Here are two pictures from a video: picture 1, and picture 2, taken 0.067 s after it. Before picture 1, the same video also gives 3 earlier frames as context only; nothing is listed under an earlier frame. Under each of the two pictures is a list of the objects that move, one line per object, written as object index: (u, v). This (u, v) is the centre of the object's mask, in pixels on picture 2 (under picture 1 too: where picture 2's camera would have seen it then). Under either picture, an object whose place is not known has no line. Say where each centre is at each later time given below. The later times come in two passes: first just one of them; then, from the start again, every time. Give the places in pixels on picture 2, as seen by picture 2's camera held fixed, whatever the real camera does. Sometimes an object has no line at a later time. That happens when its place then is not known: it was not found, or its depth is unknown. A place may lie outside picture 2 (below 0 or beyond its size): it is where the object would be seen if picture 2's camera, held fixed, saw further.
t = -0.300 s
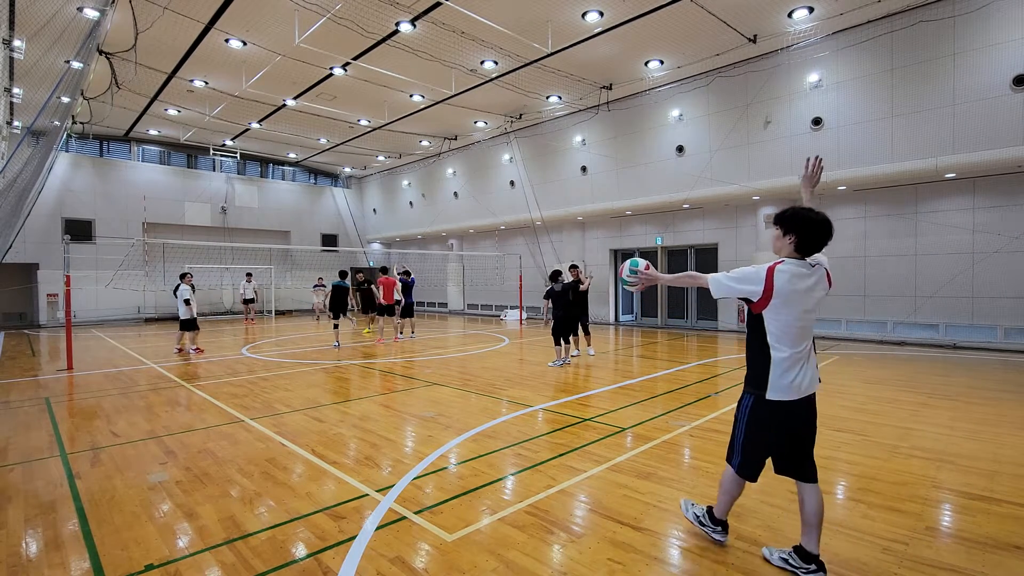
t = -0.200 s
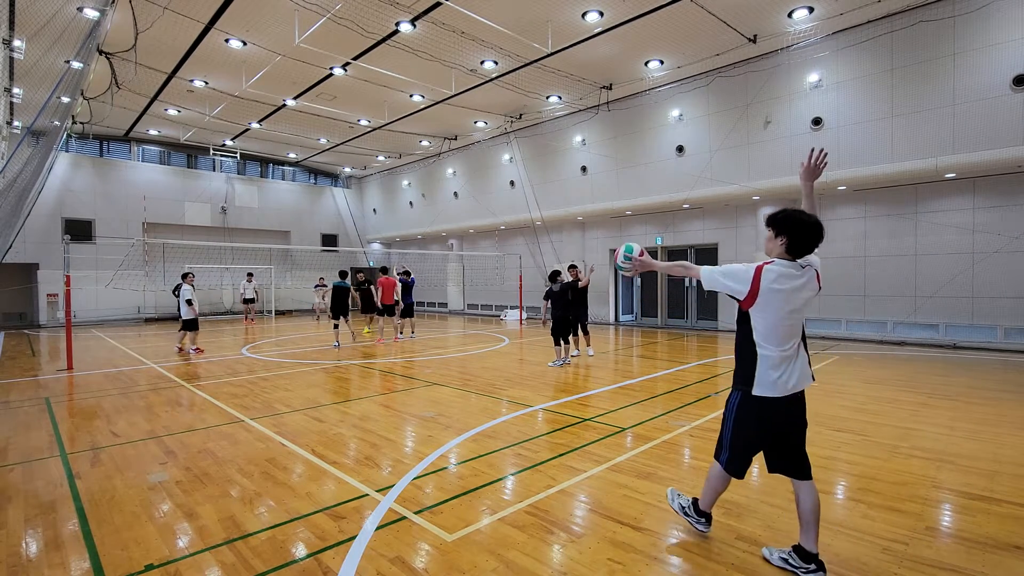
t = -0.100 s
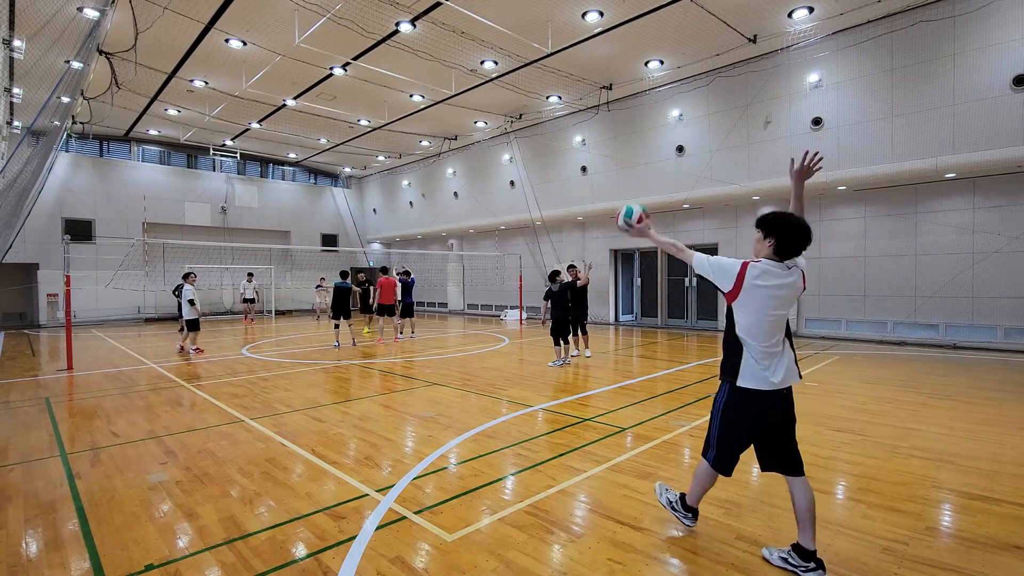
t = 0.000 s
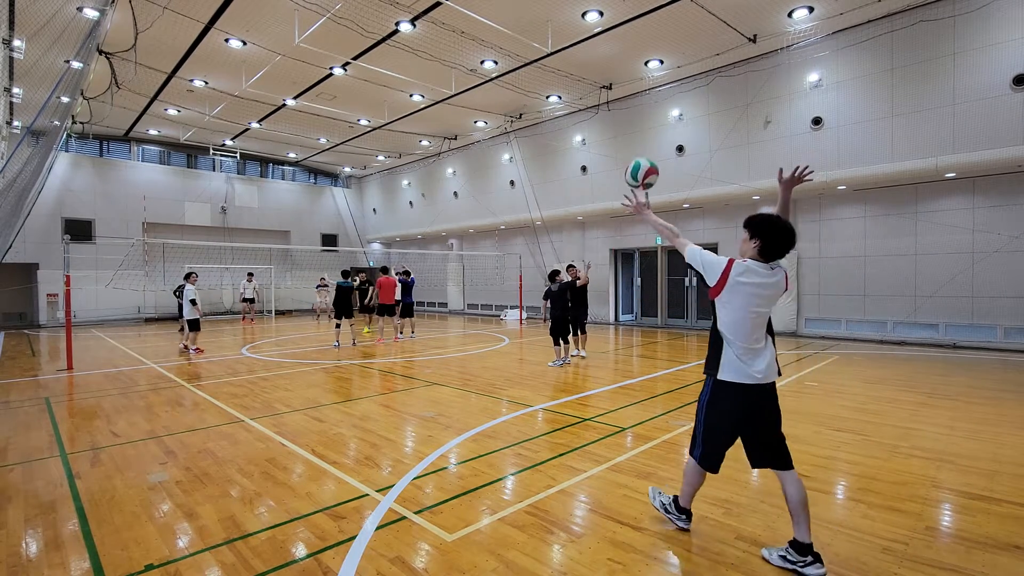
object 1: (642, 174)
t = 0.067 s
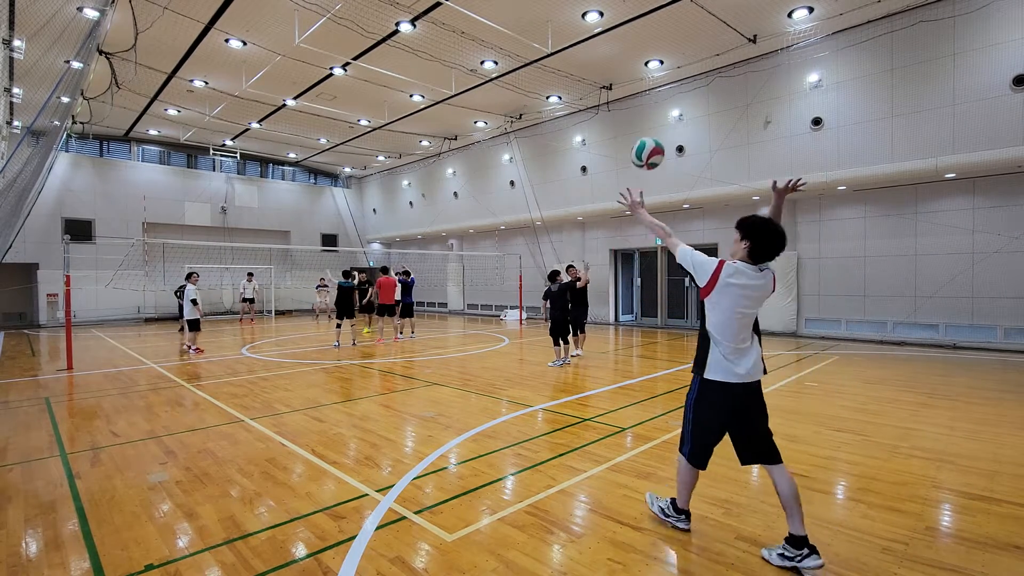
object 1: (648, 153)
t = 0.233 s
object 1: (661, 132)
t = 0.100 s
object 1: (650, 146)
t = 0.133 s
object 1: (653, 140)
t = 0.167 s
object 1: (656, 136)
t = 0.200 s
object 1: (659, 133)
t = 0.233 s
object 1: (661, 132)
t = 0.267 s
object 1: (664, 133)
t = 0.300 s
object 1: (667, 135)
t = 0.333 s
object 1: (670, 139)
